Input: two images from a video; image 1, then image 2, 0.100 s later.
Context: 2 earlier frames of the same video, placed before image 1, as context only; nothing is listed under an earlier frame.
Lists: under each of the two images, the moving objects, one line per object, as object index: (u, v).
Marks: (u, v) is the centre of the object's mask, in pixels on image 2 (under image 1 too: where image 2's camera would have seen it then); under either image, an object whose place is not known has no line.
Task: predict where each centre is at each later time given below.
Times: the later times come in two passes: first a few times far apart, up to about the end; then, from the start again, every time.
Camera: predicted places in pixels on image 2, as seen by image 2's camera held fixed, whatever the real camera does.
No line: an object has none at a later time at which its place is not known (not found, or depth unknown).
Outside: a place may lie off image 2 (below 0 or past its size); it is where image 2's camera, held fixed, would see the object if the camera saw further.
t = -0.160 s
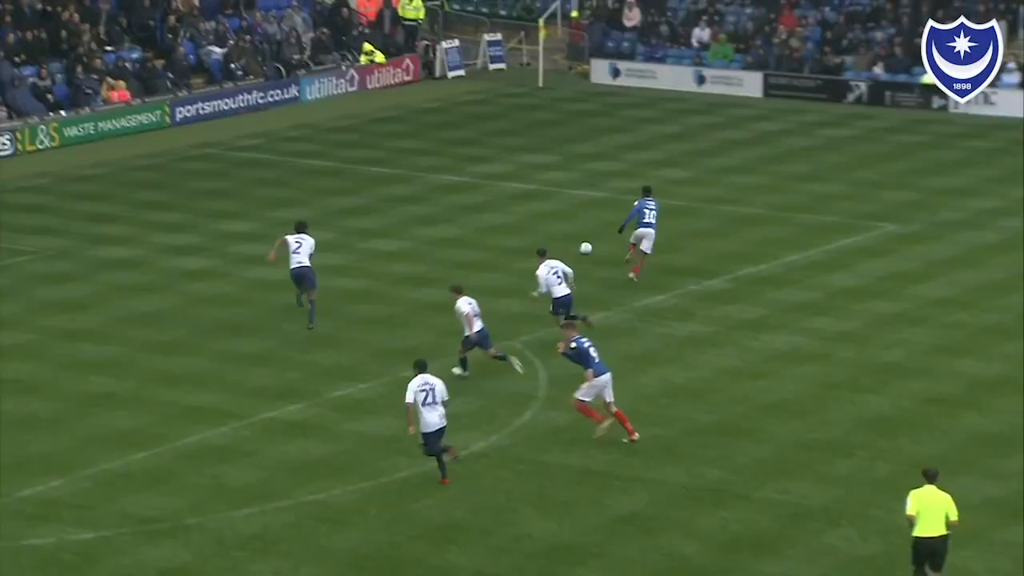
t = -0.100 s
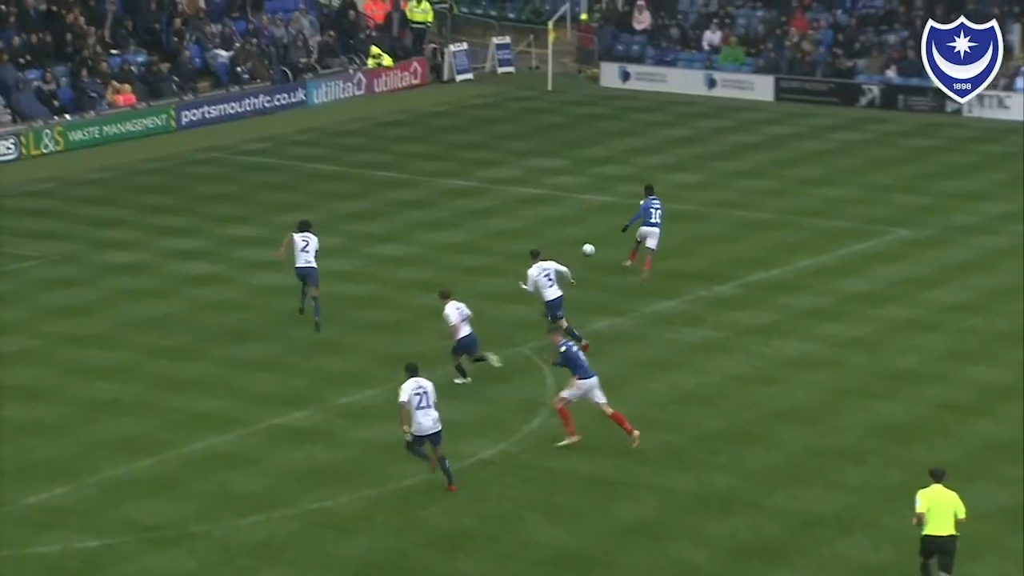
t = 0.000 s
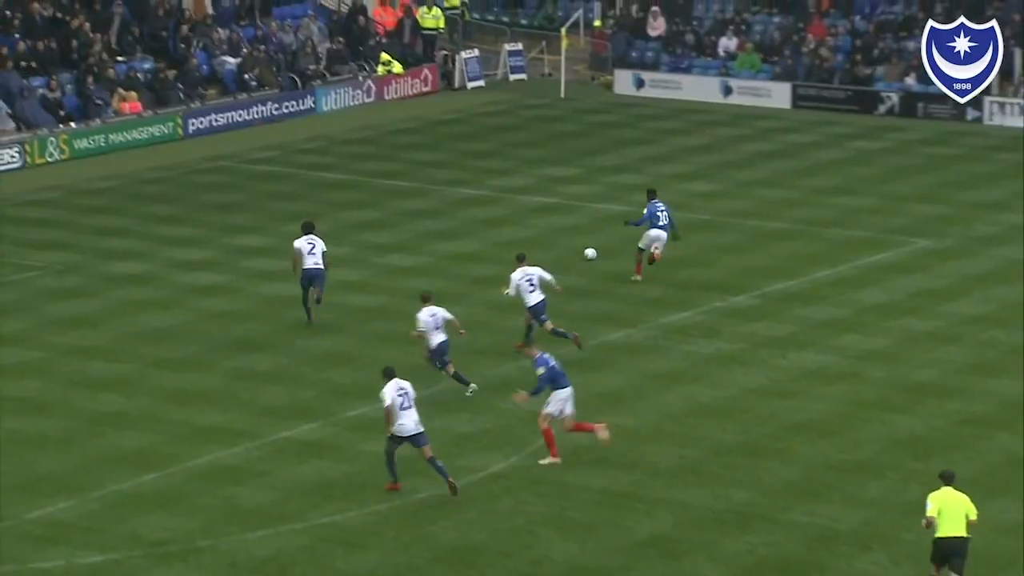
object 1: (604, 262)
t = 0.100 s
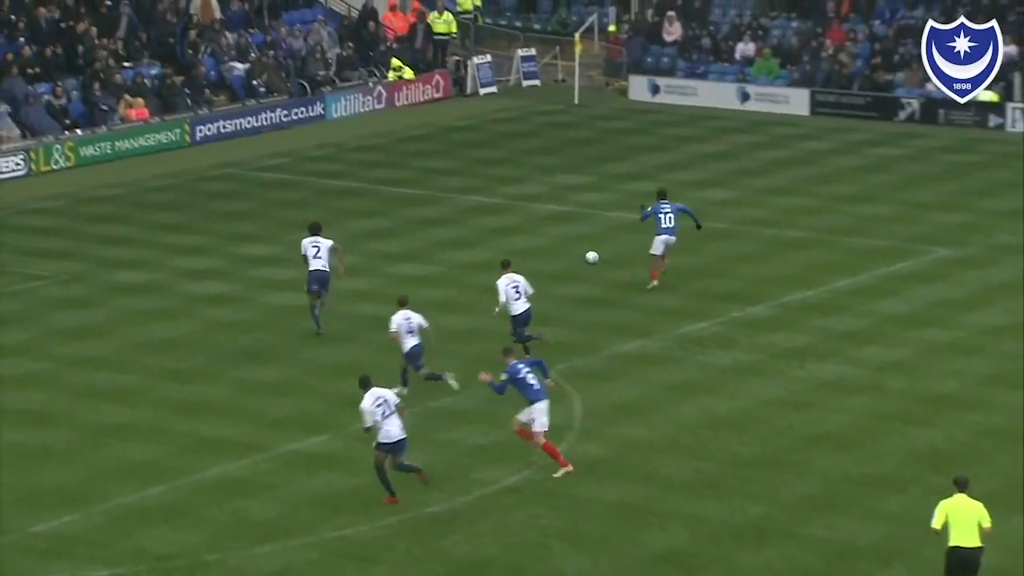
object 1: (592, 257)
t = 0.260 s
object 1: (574, 247)
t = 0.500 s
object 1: (550, 236)
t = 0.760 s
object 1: (526, 223)
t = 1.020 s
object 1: (503, 213)
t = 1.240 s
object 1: (486, 204)
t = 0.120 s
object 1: (589, 255)
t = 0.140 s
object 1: (587, 254)
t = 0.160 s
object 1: (585, 253)
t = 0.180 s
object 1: (582, 252)
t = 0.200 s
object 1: (580, 250)
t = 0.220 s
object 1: (578, 250)
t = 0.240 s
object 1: (576, 249)
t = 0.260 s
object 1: (574, 247)
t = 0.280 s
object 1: (572, 247)
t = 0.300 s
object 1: (570, 246)
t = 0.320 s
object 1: (568, 244)
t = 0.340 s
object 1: (566, 243)
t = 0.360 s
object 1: (564, 242)
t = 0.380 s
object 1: (562, 241)
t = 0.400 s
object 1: (560, 240)
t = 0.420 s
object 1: (558, 239)
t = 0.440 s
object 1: (556, 238)
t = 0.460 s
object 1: (554, 238)
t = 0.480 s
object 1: (551, 237)
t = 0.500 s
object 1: (550, 236)
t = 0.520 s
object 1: (547, 234)
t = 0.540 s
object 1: (545, 233)
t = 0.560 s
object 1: (543, 233)
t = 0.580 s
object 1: (541, 232)
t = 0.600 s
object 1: (539, 230)
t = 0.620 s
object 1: (538, 230)
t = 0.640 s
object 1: (536, 229)
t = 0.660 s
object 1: (534, 227)
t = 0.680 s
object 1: (532, 227)
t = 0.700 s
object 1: (531, 226)
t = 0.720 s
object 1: (529, 225)
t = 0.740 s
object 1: (527, 224)
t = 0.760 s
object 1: (526, 223)
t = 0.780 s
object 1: (524, 222)
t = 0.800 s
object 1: (522, 221)
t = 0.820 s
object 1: (521, 221)
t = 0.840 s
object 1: (519, 220)
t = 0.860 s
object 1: (517, 220)
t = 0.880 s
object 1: (515, 219)
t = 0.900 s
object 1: (514, 218)
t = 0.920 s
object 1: (512, 218)
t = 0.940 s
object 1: (510, 216)
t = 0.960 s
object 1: (508, 215)
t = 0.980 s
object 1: (506, 215)
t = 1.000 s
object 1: (504, 214)
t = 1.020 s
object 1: (503, 213)
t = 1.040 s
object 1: (501, 213)
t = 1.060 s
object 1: (500, 211)
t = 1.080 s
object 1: (498, 210)
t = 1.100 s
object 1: (496, 209)
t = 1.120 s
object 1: (495, 209)
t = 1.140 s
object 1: (493, 209)
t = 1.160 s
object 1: (492, 208)
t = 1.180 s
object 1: (490, 207)
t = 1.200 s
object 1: (489, 206)
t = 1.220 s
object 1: (487, 205)
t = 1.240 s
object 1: (486, 204)
